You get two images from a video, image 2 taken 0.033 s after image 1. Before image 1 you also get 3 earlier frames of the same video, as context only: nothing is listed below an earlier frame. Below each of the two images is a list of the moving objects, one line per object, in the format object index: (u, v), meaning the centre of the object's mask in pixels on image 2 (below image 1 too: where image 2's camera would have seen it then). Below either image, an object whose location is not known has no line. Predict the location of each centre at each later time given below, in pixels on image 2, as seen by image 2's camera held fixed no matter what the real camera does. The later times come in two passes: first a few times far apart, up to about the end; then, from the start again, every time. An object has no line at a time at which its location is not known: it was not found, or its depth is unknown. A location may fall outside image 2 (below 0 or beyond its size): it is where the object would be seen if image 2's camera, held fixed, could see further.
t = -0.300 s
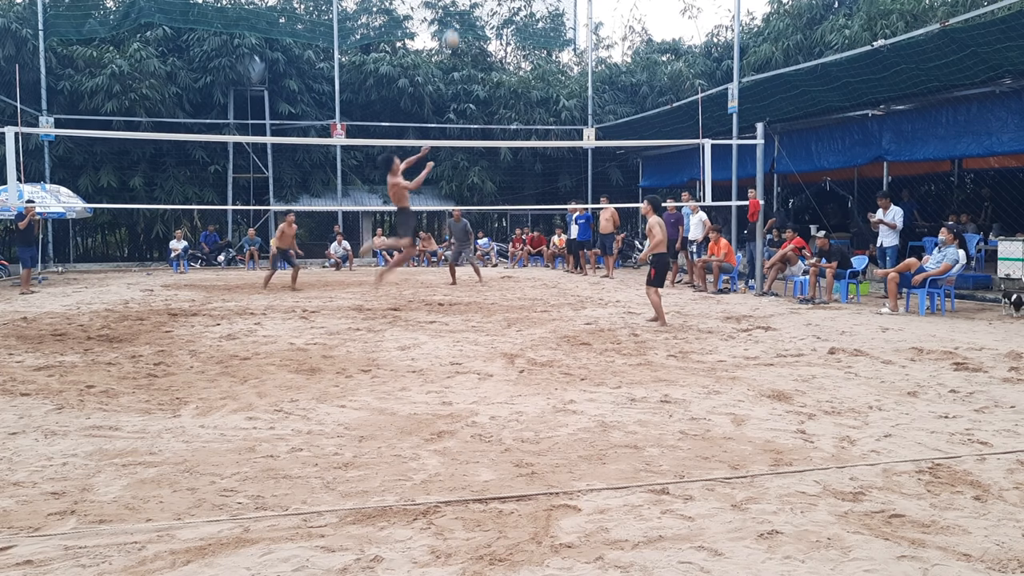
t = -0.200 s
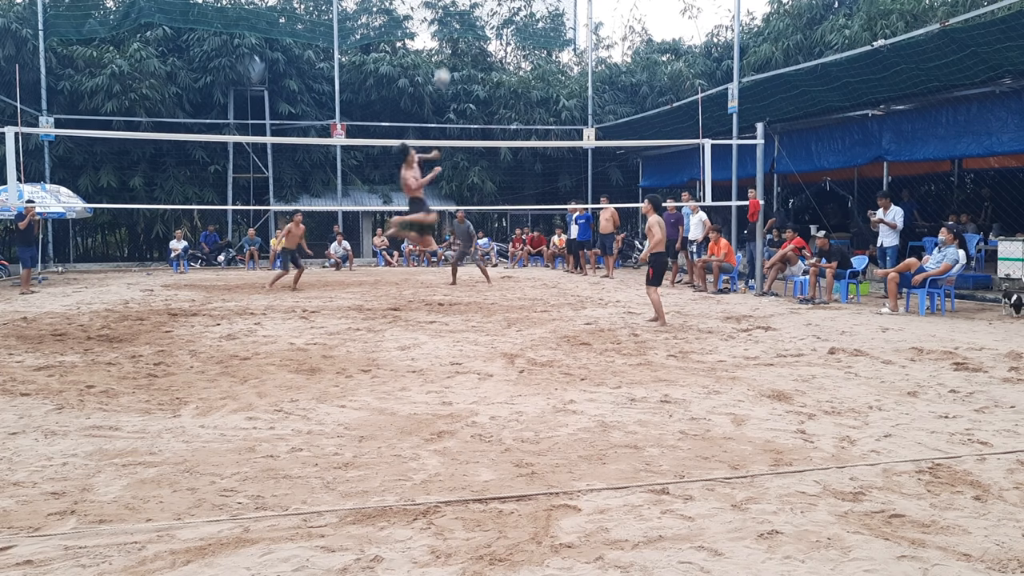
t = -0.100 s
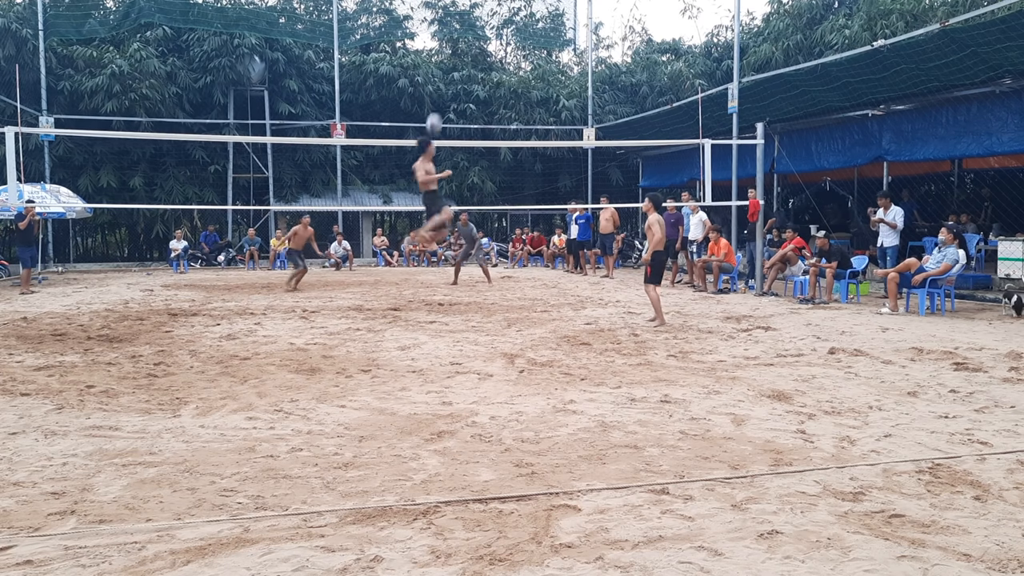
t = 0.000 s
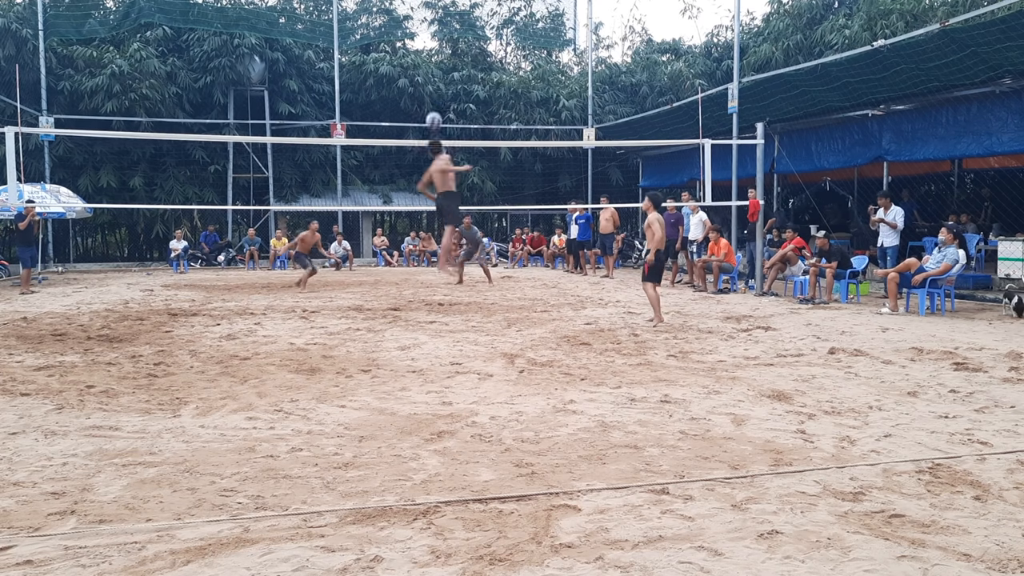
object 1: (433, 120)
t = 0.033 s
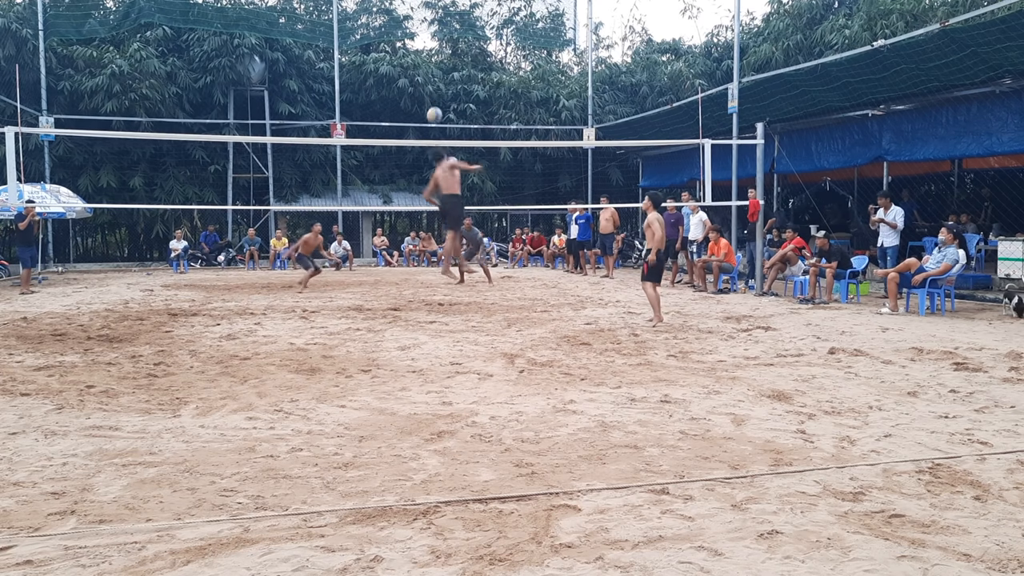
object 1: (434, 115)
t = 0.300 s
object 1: (438, 104)
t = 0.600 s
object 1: (440, 138)
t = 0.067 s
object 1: (435, 110)
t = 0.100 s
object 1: (435, 107)
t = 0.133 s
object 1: (436, 105)
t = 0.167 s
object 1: (436, 103)
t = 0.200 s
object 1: (437, 103)
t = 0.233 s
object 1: (437, 103)
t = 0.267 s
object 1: (437, 103)
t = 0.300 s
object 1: (438, 104)
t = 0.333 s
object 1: (438, 106)
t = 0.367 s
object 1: (438, 109)
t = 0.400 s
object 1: (439, 113)
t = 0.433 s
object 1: (439, 116)
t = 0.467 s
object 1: (439, 120)
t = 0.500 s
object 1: (439, 125)
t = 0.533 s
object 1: (440, 131)
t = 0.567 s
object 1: (440, 135)
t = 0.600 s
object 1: (440, 138)
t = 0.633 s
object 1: (440, 149)
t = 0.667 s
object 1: (440, 155)
